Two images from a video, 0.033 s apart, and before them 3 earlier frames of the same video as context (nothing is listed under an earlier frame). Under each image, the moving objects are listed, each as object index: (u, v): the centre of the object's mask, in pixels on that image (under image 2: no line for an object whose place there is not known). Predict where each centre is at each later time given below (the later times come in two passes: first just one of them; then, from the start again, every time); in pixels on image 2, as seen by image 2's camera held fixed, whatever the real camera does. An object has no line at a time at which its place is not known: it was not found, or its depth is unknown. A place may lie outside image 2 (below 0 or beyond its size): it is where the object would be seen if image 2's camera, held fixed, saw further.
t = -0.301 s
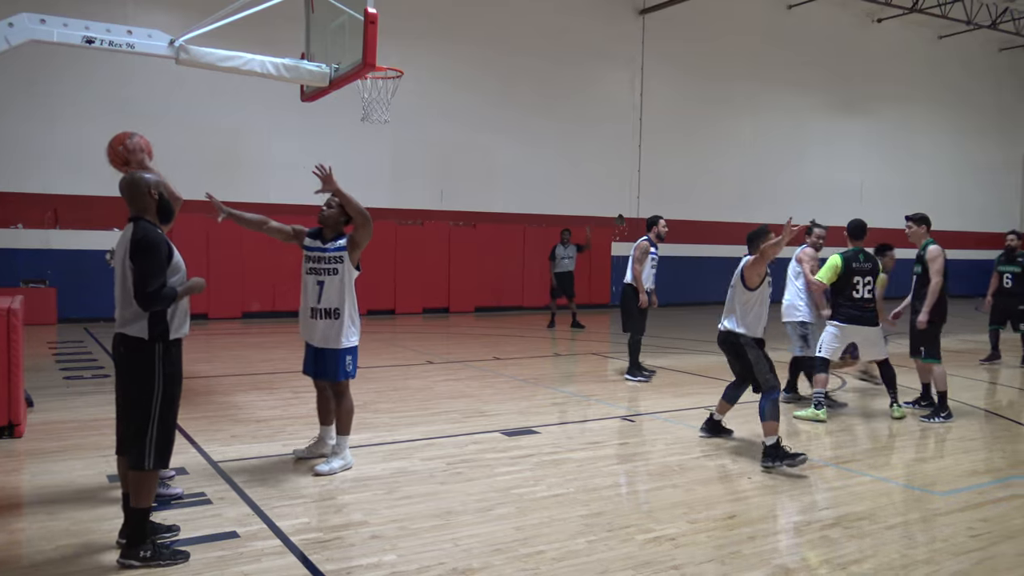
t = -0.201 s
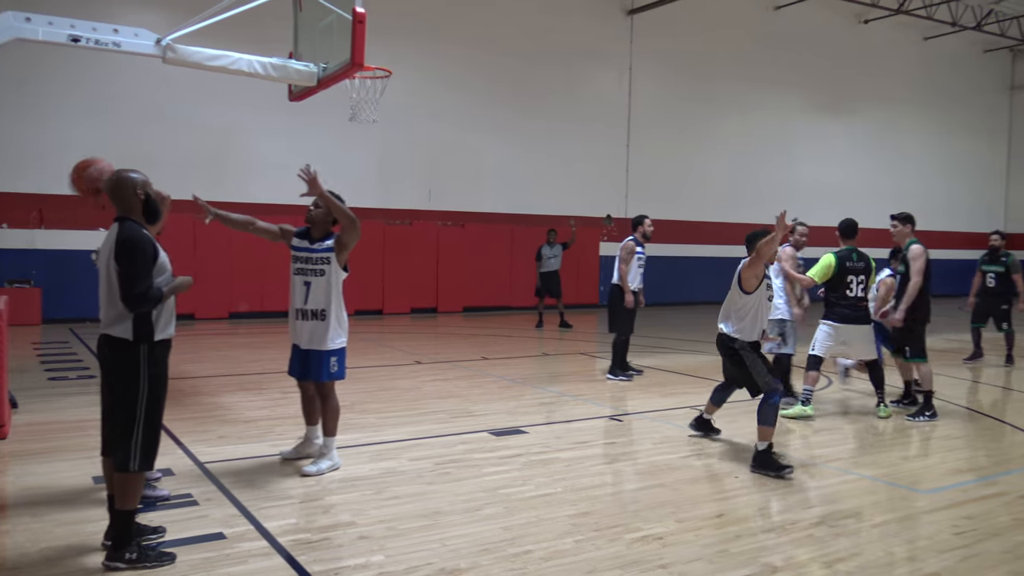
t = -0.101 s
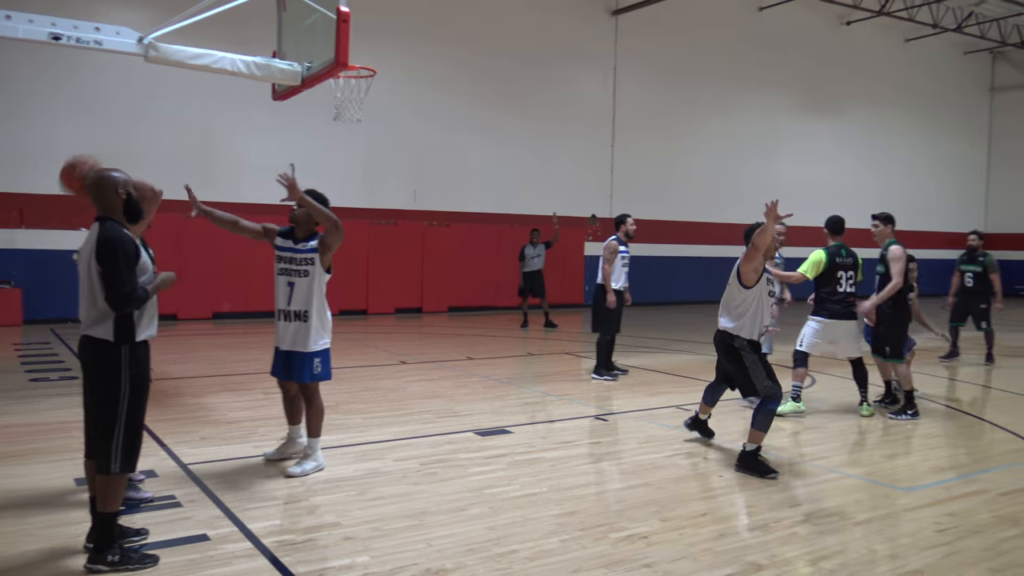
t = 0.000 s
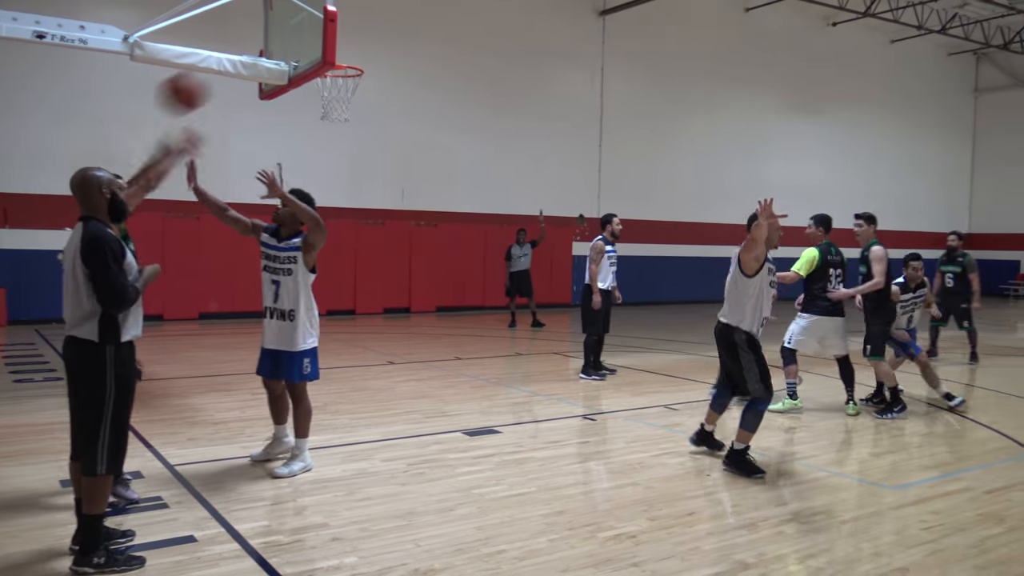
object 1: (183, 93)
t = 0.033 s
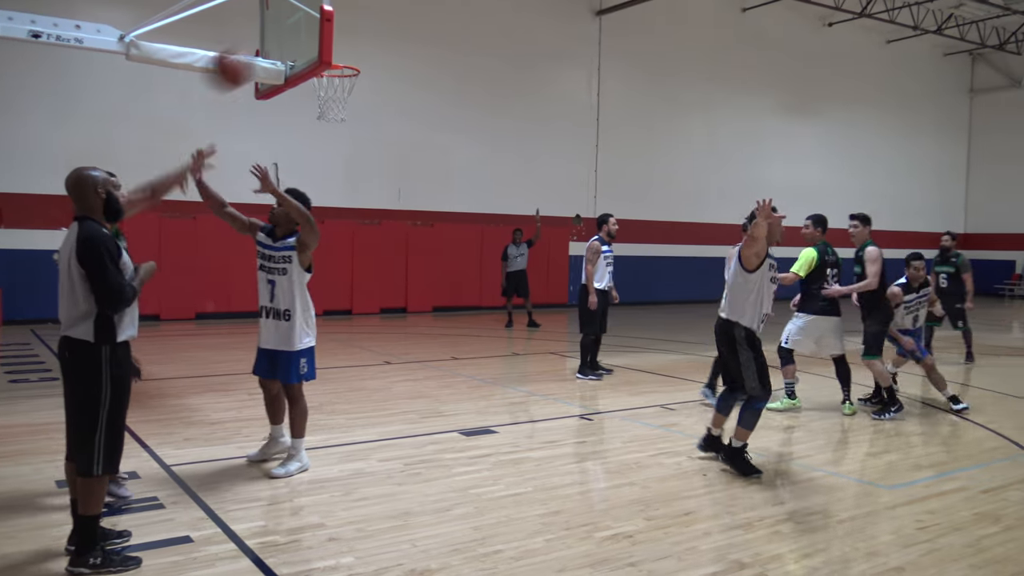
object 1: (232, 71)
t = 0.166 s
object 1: (397, 12)
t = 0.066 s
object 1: (277, 47)
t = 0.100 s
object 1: (318, 32)
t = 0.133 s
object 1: (357, 18)
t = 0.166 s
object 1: (397, 12)
